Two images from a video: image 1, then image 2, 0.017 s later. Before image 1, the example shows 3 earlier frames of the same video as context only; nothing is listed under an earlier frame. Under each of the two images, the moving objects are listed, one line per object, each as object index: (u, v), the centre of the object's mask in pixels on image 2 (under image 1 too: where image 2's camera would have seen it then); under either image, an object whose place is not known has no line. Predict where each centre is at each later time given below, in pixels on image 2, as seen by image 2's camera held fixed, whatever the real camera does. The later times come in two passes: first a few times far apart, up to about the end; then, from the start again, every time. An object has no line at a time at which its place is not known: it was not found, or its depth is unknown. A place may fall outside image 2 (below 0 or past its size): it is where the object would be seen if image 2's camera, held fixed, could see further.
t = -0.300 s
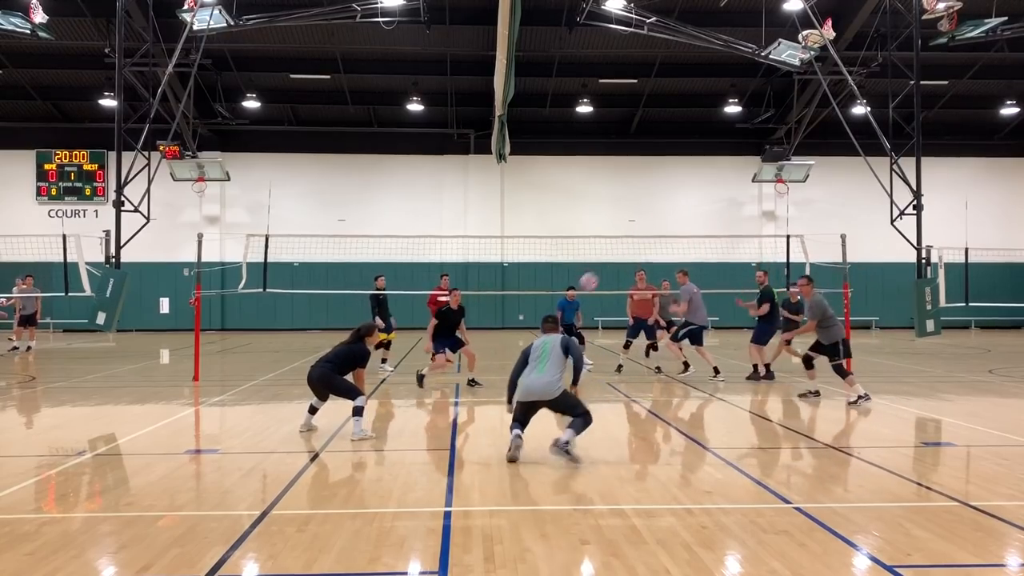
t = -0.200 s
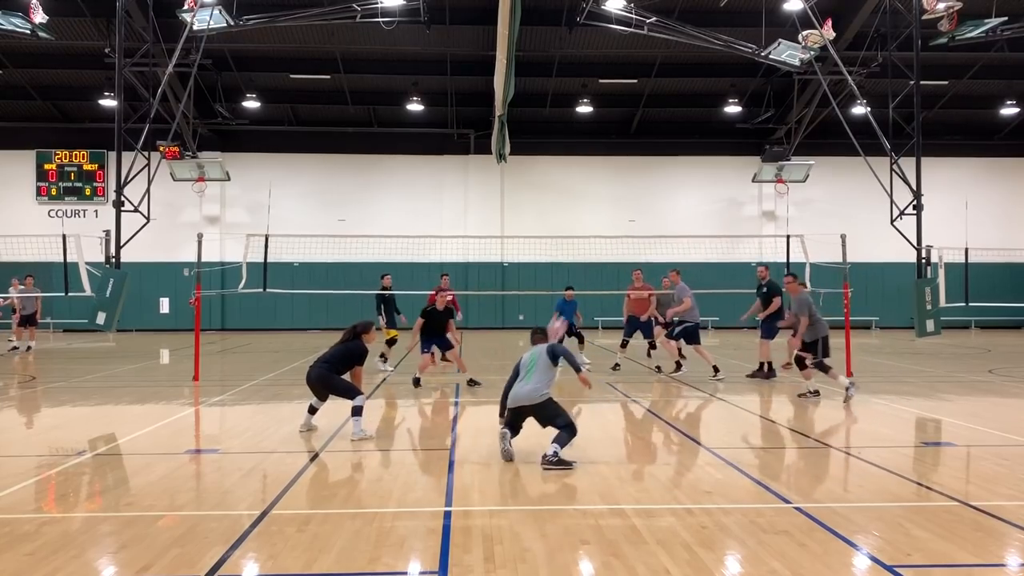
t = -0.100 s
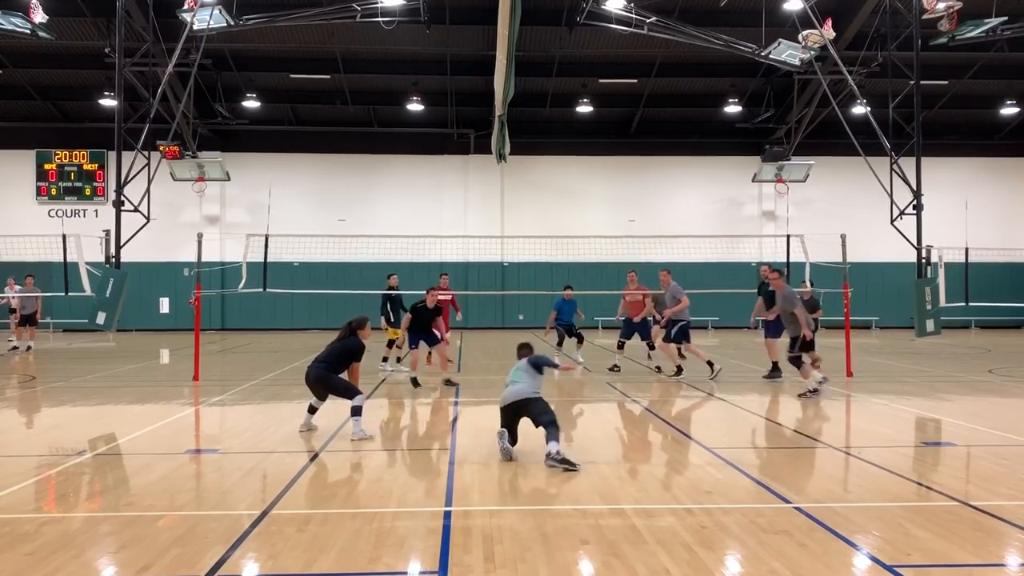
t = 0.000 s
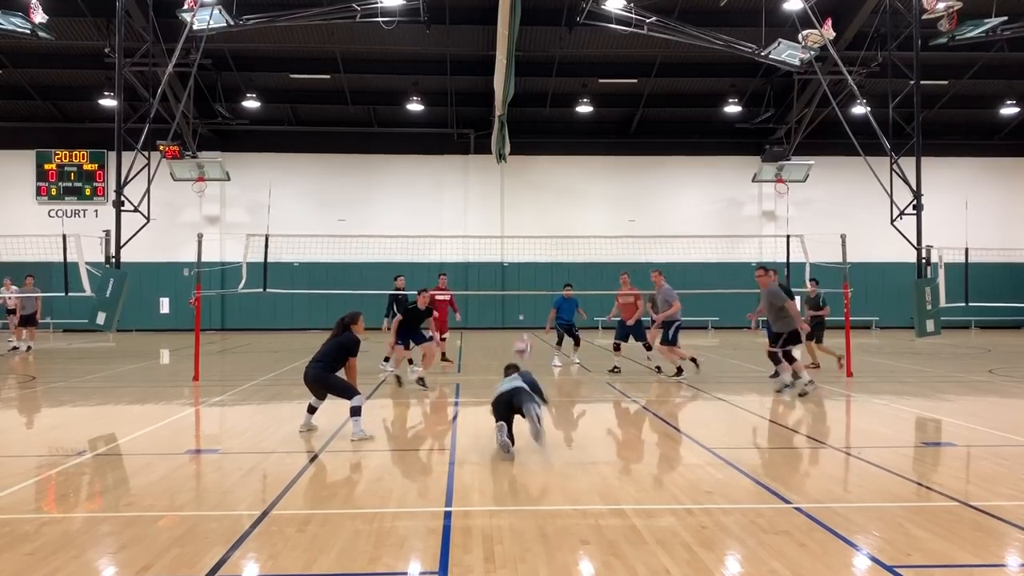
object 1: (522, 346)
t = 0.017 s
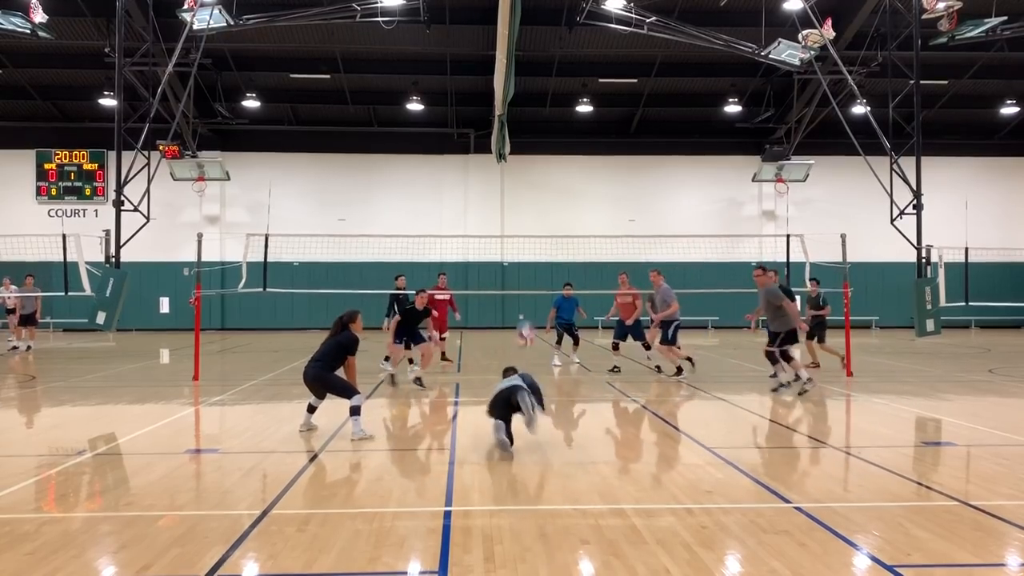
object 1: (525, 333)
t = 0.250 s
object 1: (556, 207)
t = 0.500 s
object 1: (586, 133)
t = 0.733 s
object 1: (611, 114)
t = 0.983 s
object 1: (636, 139)
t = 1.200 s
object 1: (655, 196)
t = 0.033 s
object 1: (527, 321)
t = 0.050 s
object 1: (529, 312)
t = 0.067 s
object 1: (532, 302)
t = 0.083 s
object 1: (534, 291)
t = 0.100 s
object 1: (536, 280)
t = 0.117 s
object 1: (539, 273)
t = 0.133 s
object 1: (541, 263)
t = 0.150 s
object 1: (543, 254)
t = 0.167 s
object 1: (546, 244)
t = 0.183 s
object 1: (547, 236)
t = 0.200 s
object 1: (550, 228)
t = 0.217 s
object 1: (552, 221)
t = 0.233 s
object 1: (554, 213)
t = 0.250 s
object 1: (556, 207)
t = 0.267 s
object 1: (558, 200)
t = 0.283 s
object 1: (560, 193)
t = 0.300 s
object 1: (562, 187)
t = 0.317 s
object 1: (564, 181)
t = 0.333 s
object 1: (566, 175)
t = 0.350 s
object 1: (568, 170)
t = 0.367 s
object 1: (571, 164)
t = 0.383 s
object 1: (573, 159)
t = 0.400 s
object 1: (575, 154)
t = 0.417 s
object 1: (577, 150)
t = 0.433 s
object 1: (578, 146)
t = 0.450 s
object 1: (580, 143)
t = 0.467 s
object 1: (582, 139)
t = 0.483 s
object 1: (584, 136)
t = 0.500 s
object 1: (586, 133)
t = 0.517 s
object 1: (588, 130)
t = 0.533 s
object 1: (590, 127)
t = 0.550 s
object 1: (591, 125)
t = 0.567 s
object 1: (593, 123)
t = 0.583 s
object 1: (595, 121)
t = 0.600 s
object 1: (597, 119)
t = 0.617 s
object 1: (599, 118)
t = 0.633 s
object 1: (601, 116)
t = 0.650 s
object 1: (603, 115)
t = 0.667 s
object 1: (604, 114)
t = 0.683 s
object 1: (606, 114)
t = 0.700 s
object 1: (608, 113)
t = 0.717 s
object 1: (609, 113)
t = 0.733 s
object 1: (611, 114)
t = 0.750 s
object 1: (613, 114)
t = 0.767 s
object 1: (615, 114)
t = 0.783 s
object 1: (616, 115)
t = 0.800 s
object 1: (618, 116)
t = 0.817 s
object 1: (619, 117)
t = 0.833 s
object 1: (621, 118)
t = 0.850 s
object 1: (623, 120)
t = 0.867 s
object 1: (624, 122)
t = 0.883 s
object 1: (626, 123)
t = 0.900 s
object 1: (628, 126)
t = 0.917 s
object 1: (629, 128)
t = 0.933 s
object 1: (631, 131)
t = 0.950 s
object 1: (632, 133)
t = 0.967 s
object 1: (634, 137)
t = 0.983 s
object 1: (636, 139)
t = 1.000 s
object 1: (637, 143)
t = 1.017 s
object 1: (639, 146)
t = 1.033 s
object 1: (640, 149)
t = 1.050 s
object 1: (642, 153)
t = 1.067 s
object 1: (643, 157)
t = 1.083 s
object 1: (644, 161)
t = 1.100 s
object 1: (646, 167)
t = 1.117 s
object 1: (647, 171)
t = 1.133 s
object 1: (649, 176)
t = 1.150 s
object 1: (651, 180)
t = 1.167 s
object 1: (652, 185)
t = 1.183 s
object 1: (654, 190)
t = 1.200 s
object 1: (655, 196)
